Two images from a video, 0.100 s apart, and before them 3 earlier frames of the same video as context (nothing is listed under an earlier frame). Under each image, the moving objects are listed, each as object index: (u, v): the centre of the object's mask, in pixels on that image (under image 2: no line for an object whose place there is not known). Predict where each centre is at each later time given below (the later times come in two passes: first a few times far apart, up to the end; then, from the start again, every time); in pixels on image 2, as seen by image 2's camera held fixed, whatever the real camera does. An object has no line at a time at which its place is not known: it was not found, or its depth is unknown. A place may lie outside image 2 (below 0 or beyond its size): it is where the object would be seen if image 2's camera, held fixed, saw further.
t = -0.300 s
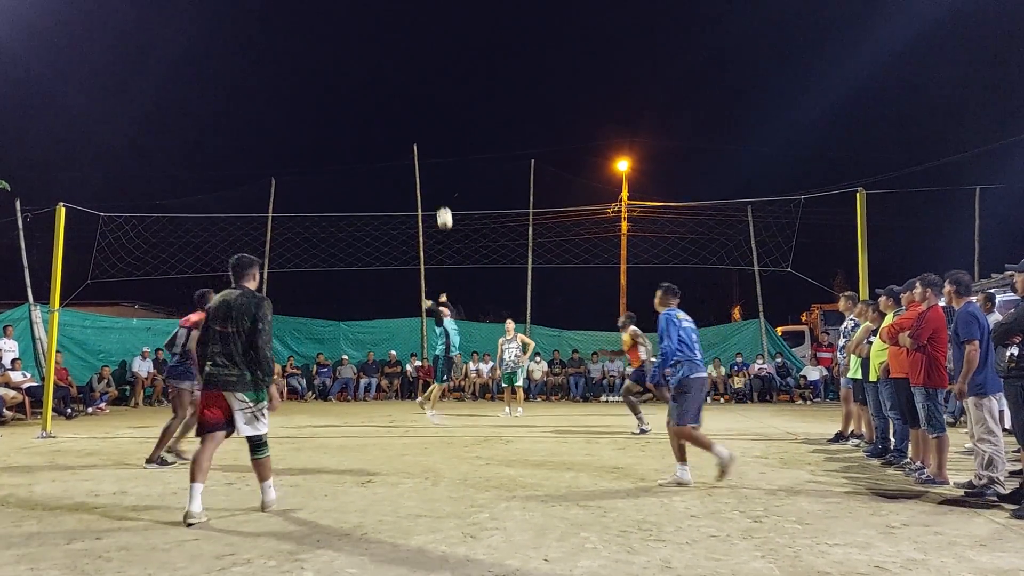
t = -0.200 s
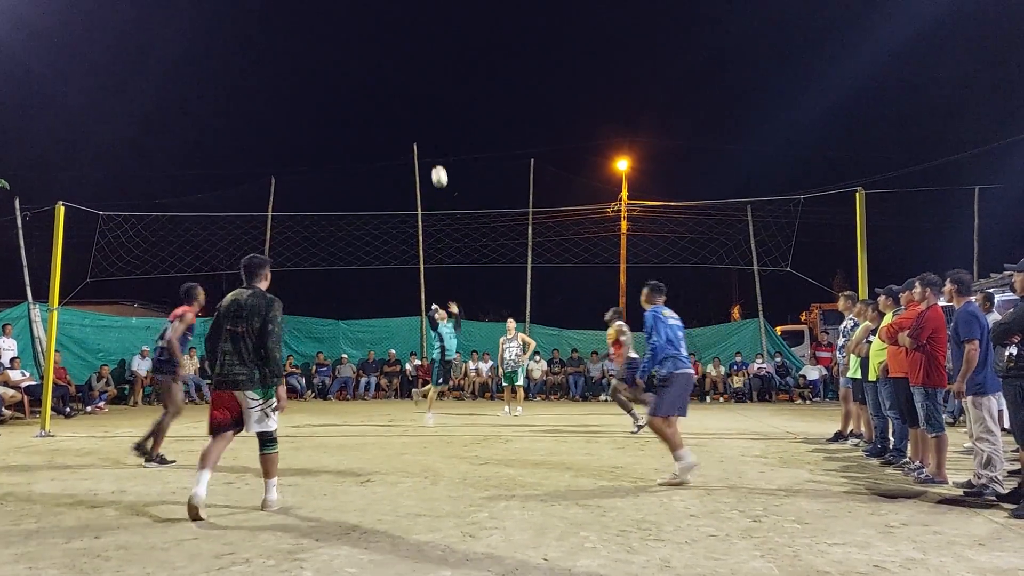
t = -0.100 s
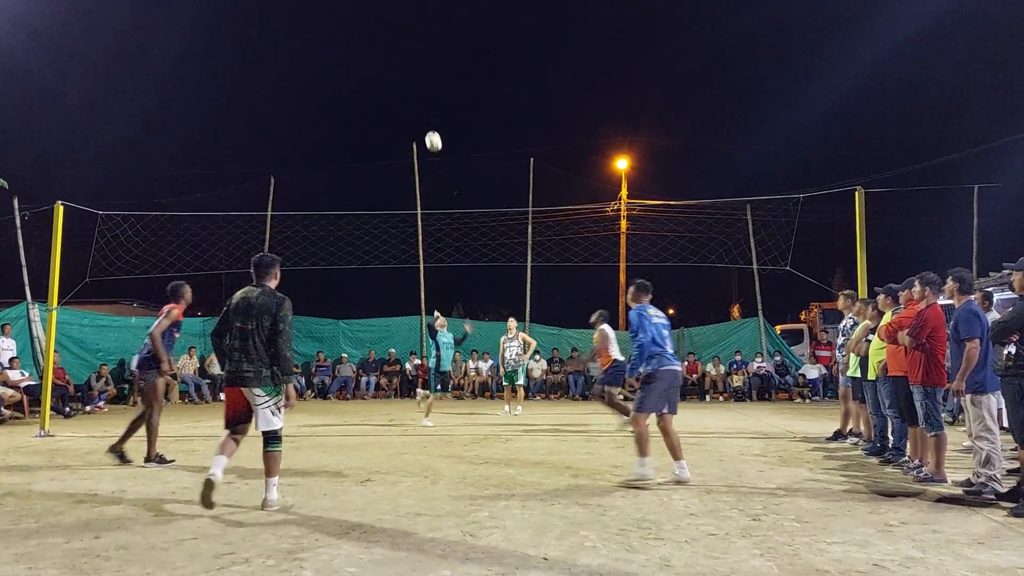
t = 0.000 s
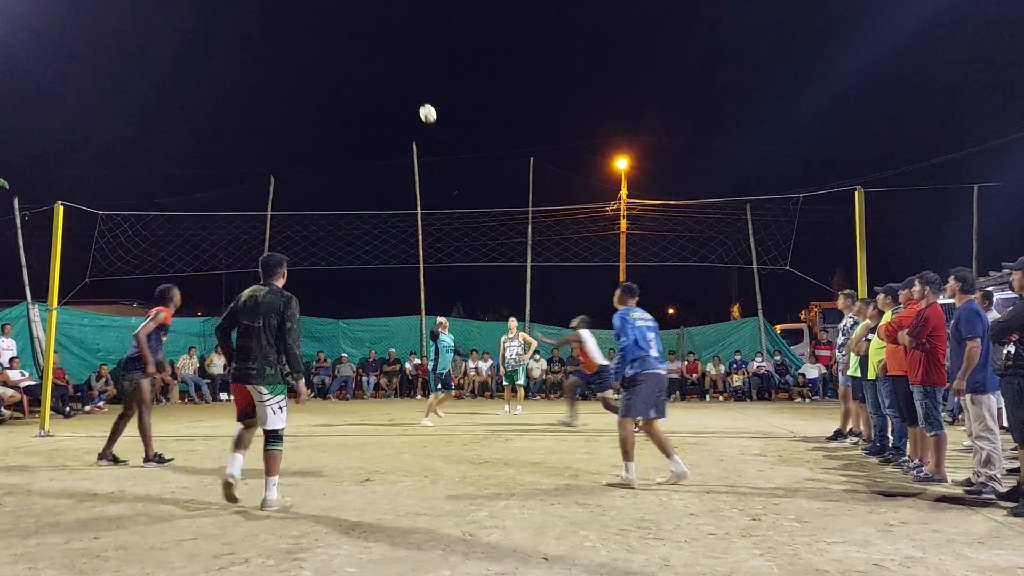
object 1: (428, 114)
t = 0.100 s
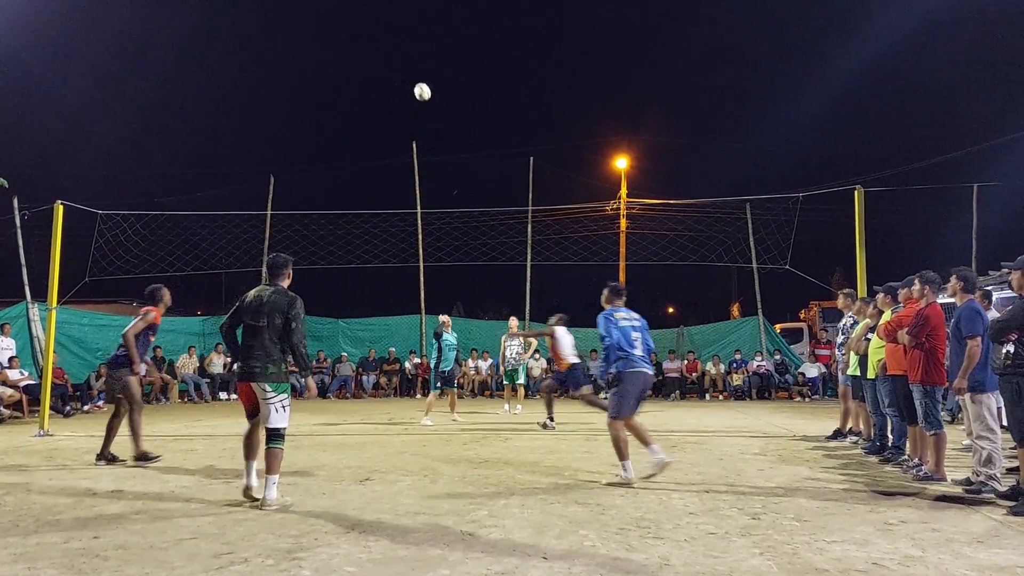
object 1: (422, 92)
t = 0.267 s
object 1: (413, 72)
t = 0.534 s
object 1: (398, 80)
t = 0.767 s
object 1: (385, 126)
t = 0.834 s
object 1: (381, 147)
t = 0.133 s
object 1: (420, 86)
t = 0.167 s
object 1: (419, 81)
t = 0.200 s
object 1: (417, 77)
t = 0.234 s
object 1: (415, 74)
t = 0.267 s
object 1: (413, 72)
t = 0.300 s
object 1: (411, 70)
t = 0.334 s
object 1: (410, 69)
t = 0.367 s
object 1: (408, 70)
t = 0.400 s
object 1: (406, 70)
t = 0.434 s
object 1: (403, 71)
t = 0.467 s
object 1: (401, 72)
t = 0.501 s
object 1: (400, 76)
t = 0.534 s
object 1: (398, 80)
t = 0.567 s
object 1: (396, 84)
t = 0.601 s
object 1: (394, 89)
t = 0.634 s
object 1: (392, 95)
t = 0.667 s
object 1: (390, 102)
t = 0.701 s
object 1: (389, 109)
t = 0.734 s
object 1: (387, 117)
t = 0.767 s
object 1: (385, 126)
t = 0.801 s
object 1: (383, 136)
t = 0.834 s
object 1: (381, 147)
